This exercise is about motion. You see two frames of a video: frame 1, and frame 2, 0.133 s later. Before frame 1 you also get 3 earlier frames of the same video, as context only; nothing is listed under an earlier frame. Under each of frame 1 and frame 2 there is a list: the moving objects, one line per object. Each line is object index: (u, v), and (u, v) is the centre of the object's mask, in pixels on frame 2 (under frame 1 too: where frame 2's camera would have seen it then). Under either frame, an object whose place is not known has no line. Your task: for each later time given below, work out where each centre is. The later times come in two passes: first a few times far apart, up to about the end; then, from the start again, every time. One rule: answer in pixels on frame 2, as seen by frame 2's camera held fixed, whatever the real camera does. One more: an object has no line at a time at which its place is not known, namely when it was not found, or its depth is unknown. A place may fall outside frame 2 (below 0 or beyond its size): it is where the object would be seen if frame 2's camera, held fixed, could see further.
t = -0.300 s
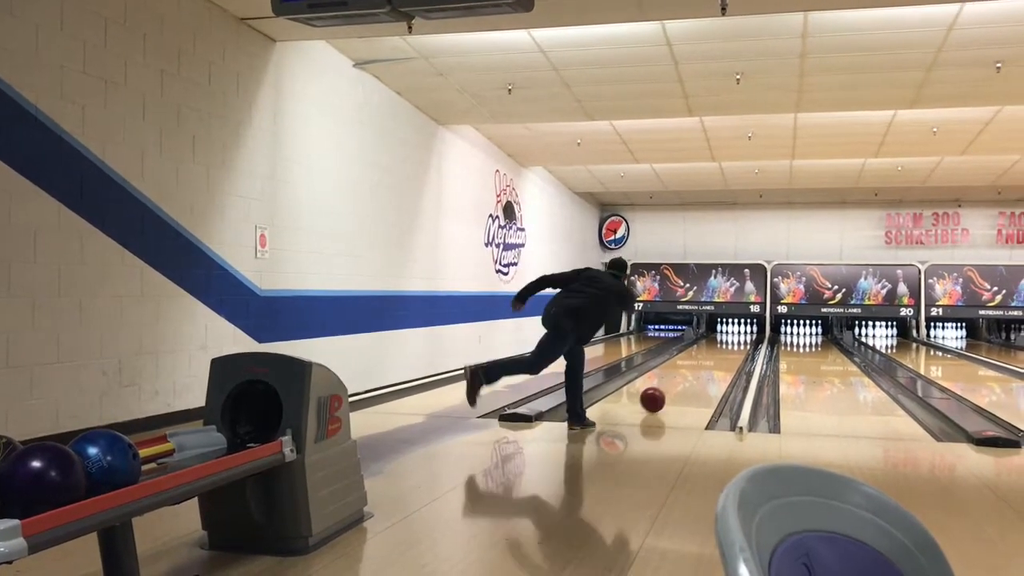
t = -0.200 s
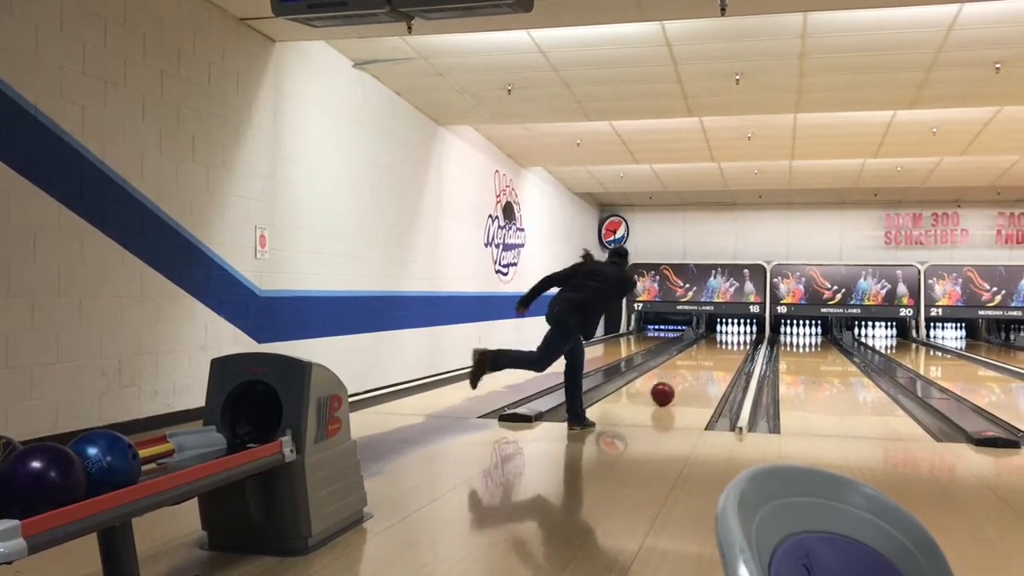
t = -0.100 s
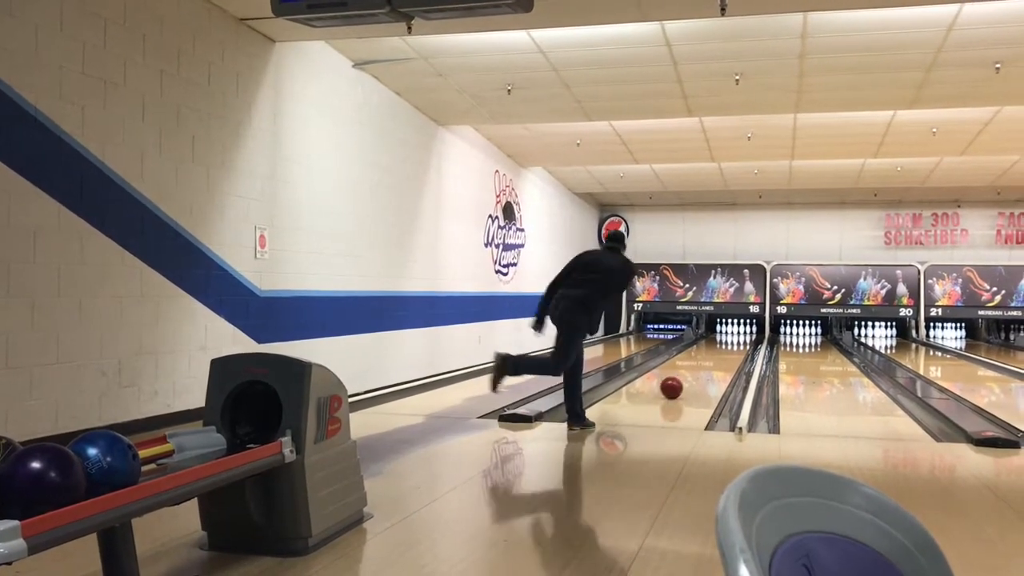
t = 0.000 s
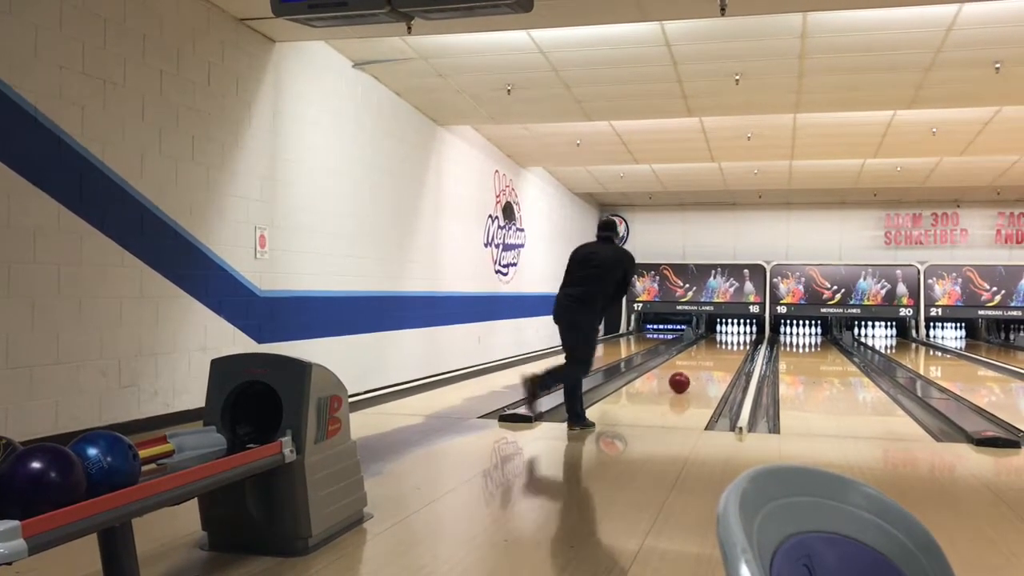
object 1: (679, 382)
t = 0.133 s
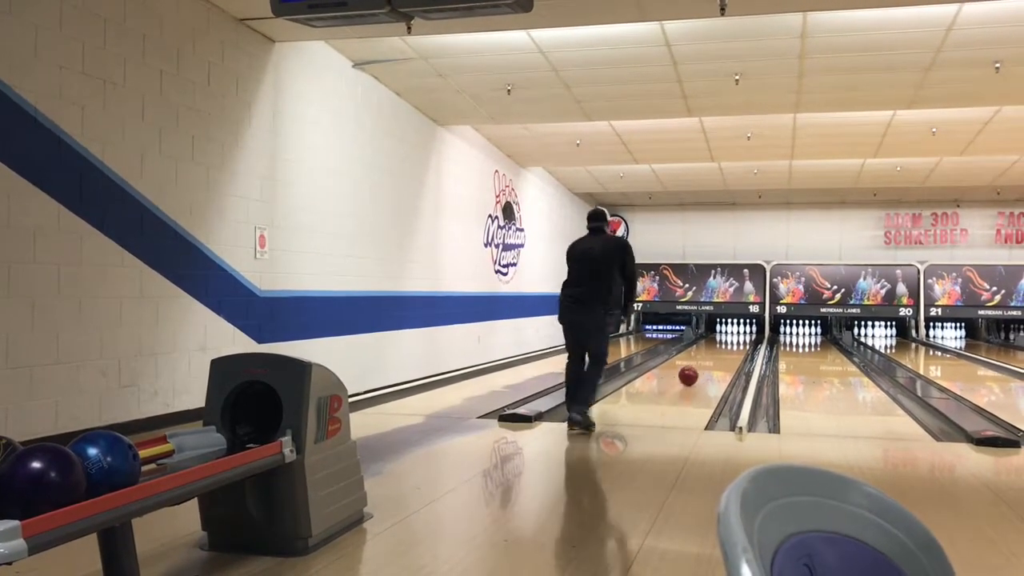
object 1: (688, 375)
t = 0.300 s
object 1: (697, 369)
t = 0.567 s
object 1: (709, 361)
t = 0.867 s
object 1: (719, 353)
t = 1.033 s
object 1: (722, 349)
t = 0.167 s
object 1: (690, 374)
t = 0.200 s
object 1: (692, 373)
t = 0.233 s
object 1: (694, 371)
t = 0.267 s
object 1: (695, 370)
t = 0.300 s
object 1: (697, 369)
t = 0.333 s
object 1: (699, 368)
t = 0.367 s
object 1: (700, 367)
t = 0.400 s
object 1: (702, 365)
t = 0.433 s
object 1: (703, 364)
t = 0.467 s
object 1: (705, 364)
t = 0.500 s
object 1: (706, 362)
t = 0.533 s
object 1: (708, 361)
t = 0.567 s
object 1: (709, 361)
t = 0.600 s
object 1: (710, 360)
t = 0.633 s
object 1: (711, 359)
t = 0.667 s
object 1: (713, 358)
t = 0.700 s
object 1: (713, 357)
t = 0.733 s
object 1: (714, 356)
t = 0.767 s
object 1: (716, 356)
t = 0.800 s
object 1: (716, 355)
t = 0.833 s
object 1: (718, 354)
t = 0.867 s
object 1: (719, 353)
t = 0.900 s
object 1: (720, 353)
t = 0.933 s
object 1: (720, 352)
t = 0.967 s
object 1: (721, 351)
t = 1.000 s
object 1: (722, 351)
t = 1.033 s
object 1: (722, 349)
